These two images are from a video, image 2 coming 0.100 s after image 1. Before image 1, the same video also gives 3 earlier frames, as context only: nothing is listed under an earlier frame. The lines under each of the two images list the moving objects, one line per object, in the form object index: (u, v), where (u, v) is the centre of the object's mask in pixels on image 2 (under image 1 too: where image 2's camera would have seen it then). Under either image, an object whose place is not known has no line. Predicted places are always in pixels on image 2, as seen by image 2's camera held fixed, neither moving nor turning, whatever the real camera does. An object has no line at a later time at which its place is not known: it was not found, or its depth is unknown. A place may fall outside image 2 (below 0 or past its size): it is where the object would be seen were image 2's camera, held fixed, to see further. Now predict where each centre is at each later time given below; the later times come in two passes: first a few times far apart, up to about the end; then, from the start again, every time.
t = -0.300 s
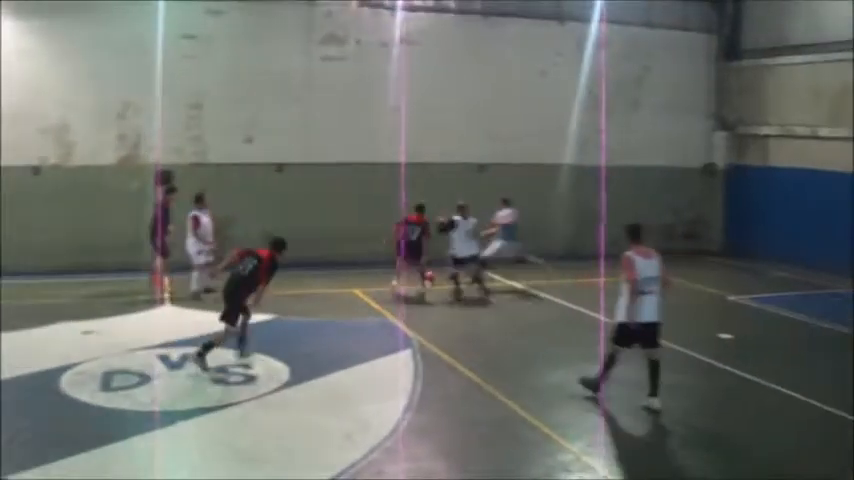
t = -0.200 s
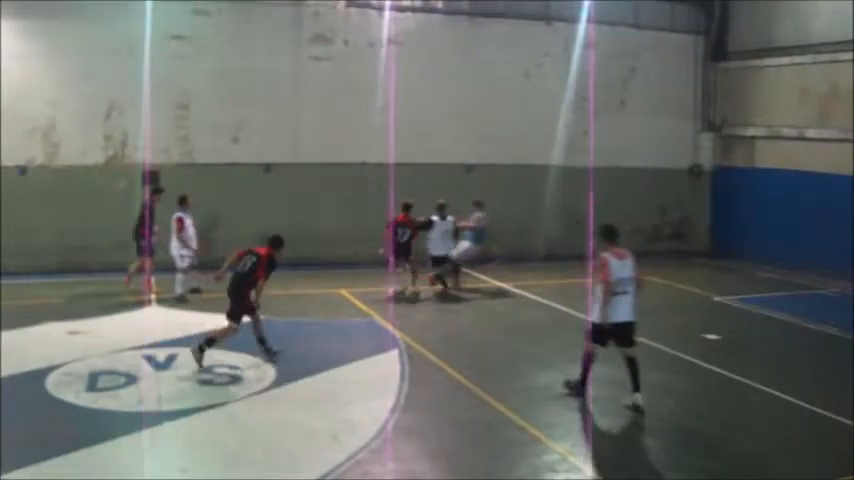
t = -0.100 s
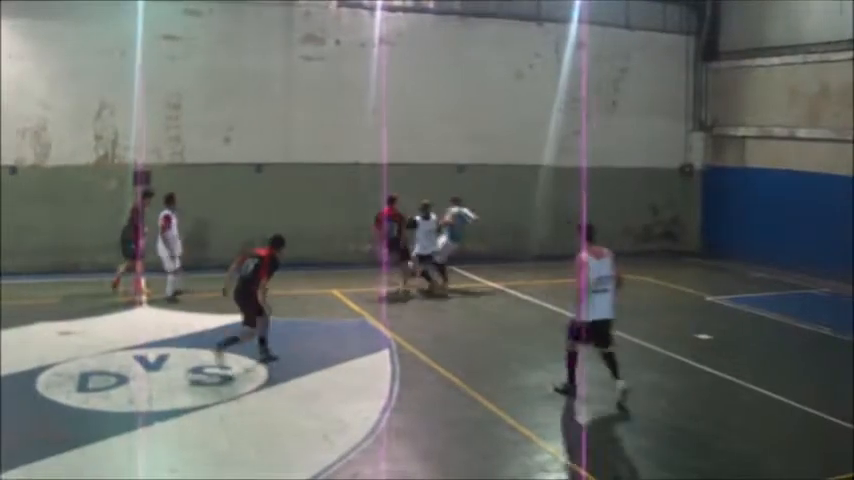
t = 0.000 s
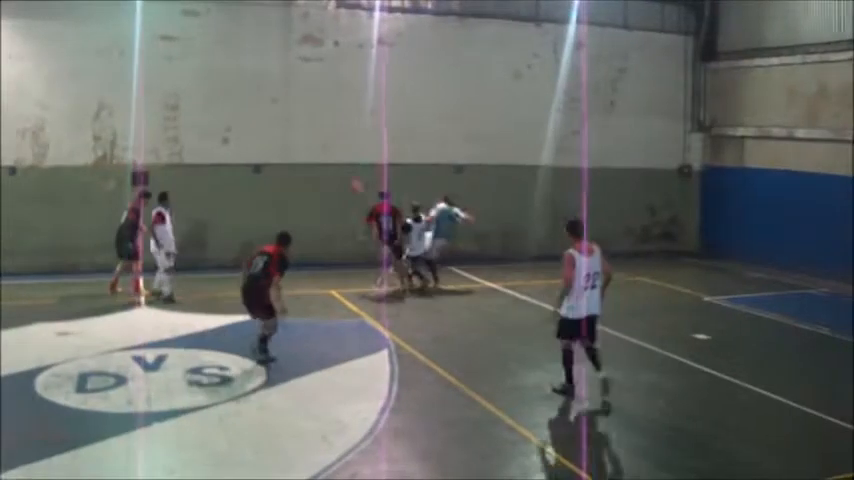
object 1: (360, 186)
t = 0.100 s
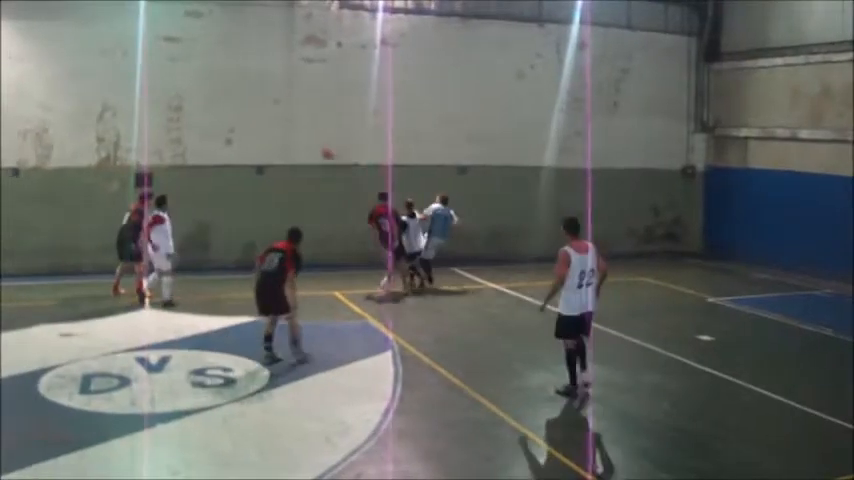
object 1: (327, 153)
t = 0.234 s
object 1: (305, 125)
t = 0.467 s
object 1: (321, 127)
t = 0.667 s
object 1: (333, 153)
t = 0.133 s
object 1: (319, 142)
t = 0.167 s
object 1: (309, 133)
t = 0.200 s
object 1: (304, 126)
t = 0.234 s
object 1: (305, 125)
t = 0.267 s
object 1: (306, 124)
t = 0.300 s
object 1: (307, 124)
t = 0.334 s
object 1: (309, 124)
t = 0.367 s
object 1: (312, 122)
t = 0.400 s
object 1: (315, 123)
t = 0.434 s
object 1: (318, 125)
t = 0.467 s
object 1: (321, 127)
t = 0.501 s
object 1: (323, 130)
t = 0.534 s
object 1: (325, 134)
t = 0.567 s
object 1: (328, 138)
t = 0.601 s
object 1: (330, 142)
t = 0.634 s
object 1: (331, 147)
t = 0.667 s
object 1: (333, 153)
